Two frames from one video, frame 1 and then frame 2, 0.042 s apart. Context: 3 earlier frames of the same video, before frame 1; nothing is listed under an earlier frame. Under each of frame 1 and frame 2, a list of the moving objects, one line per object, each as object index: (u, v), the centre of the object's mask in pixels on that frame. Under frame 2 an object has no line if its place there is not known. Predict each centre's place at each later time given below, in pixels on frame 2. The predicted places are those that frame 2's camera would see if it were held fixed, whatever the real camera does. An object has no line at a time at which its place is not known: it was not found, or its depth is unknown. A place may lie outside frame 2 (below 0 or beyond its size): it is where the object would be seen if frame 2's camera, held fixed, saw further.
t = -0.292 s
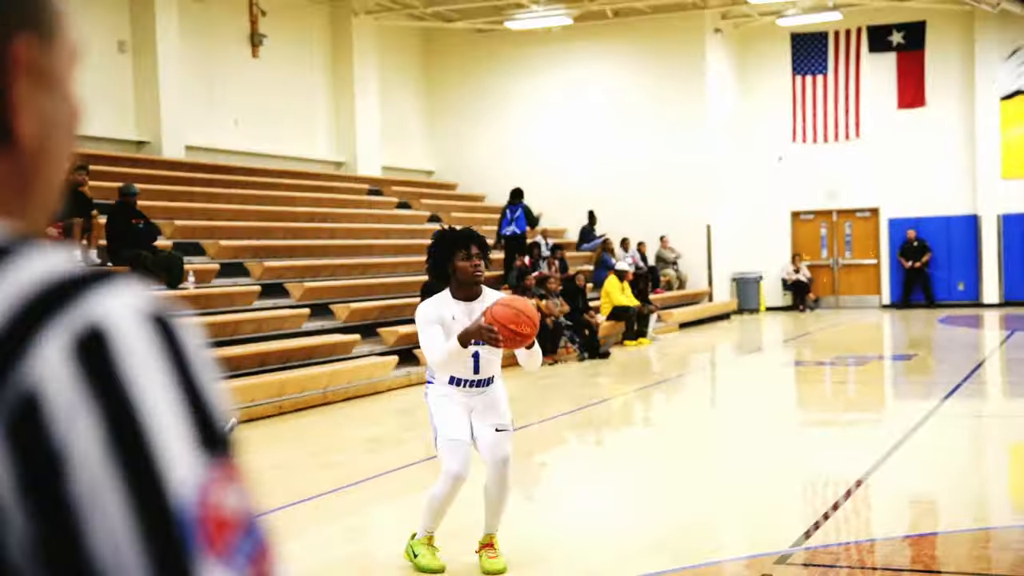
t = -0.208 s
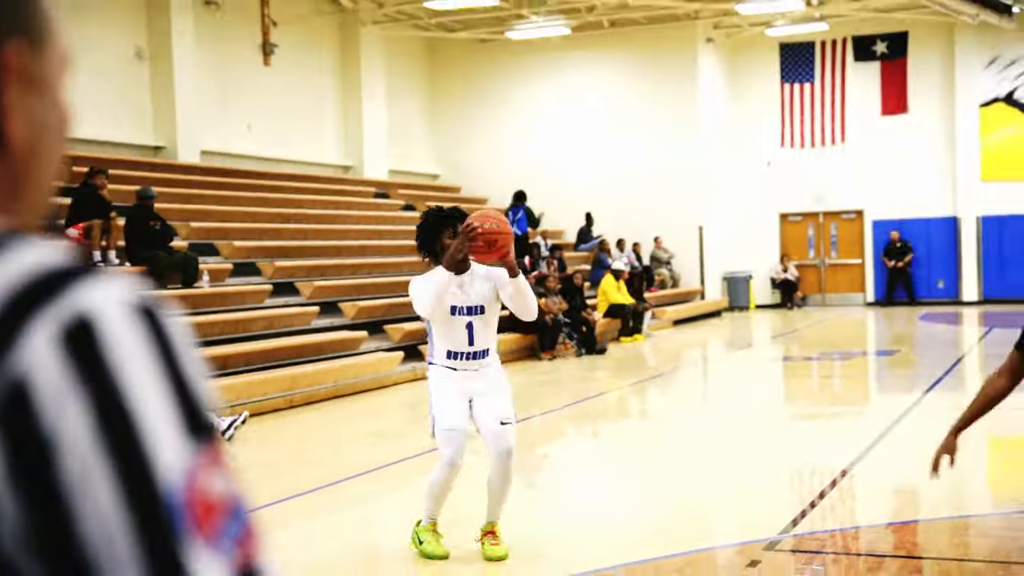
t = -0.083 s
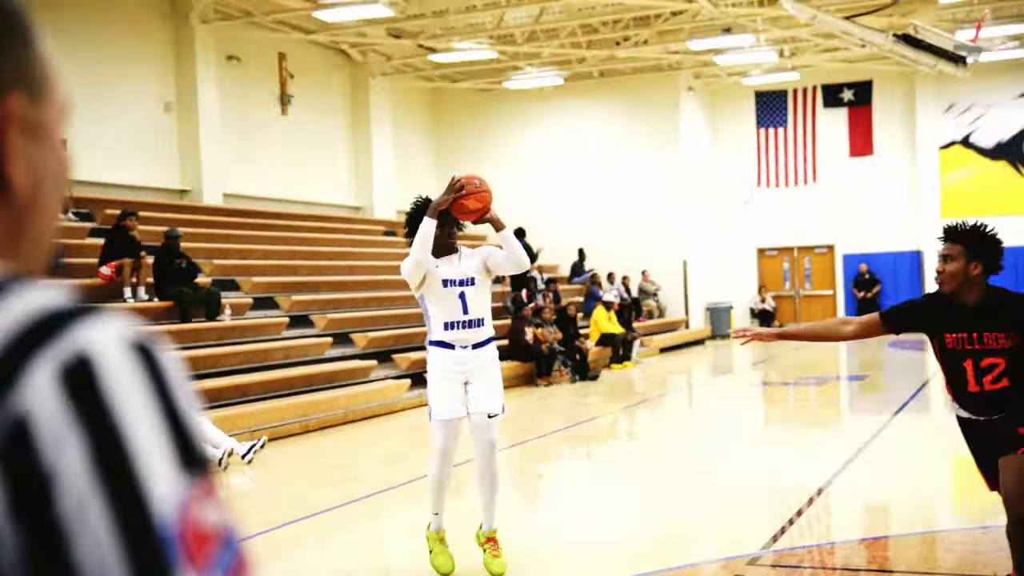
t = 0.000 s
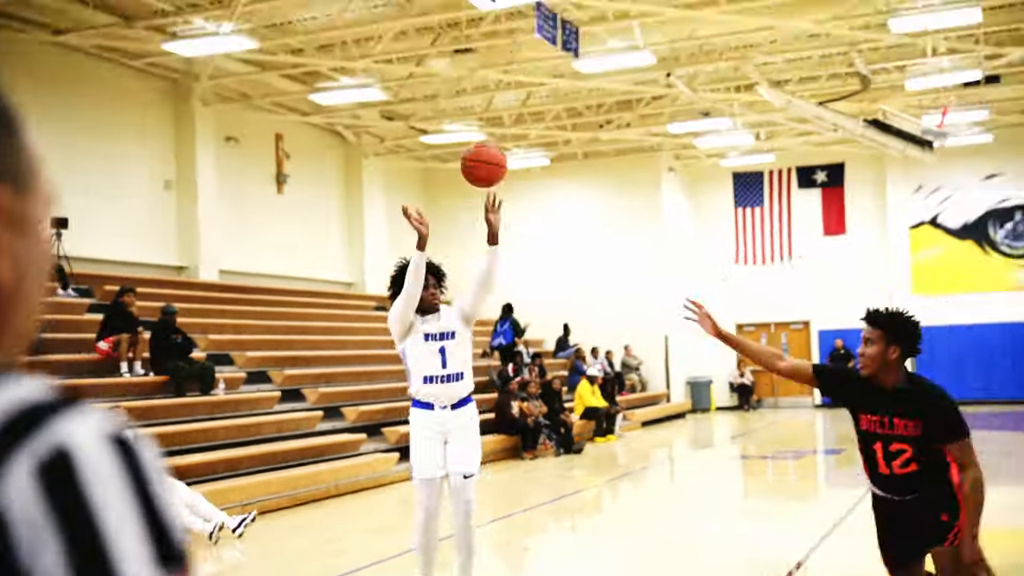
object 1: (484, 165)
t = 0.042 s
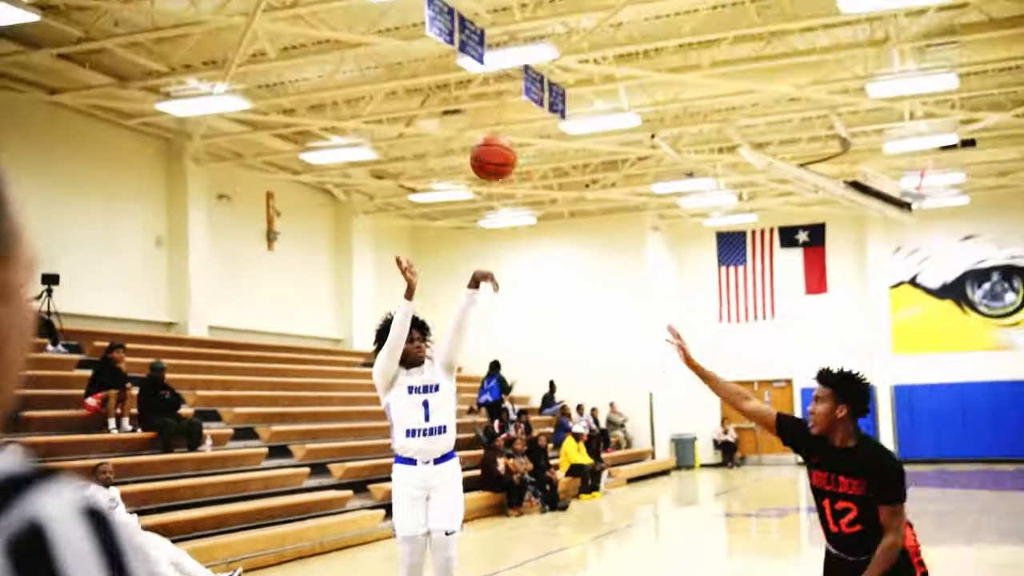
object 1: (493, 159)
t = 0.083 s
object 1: (516, 92)
